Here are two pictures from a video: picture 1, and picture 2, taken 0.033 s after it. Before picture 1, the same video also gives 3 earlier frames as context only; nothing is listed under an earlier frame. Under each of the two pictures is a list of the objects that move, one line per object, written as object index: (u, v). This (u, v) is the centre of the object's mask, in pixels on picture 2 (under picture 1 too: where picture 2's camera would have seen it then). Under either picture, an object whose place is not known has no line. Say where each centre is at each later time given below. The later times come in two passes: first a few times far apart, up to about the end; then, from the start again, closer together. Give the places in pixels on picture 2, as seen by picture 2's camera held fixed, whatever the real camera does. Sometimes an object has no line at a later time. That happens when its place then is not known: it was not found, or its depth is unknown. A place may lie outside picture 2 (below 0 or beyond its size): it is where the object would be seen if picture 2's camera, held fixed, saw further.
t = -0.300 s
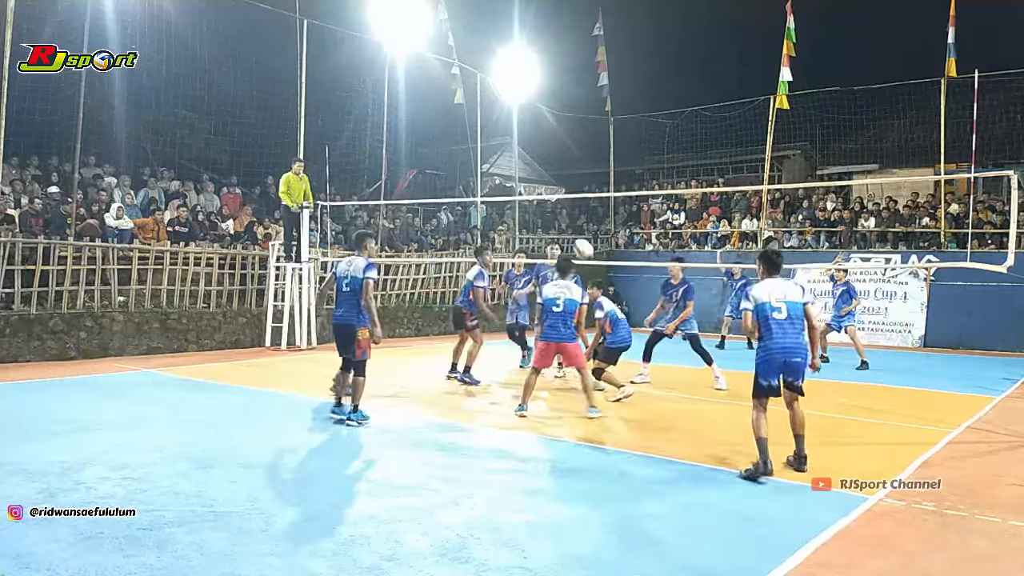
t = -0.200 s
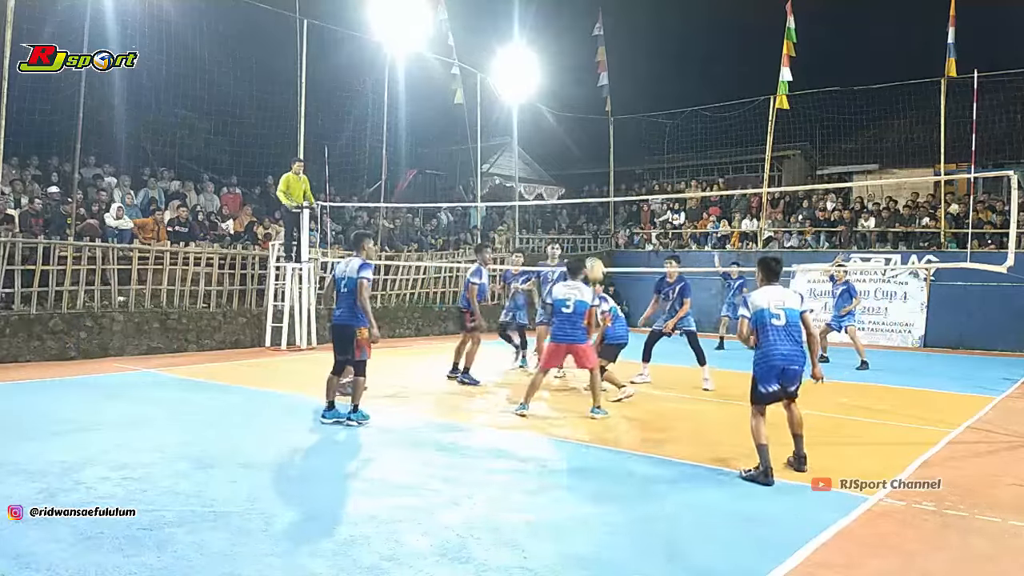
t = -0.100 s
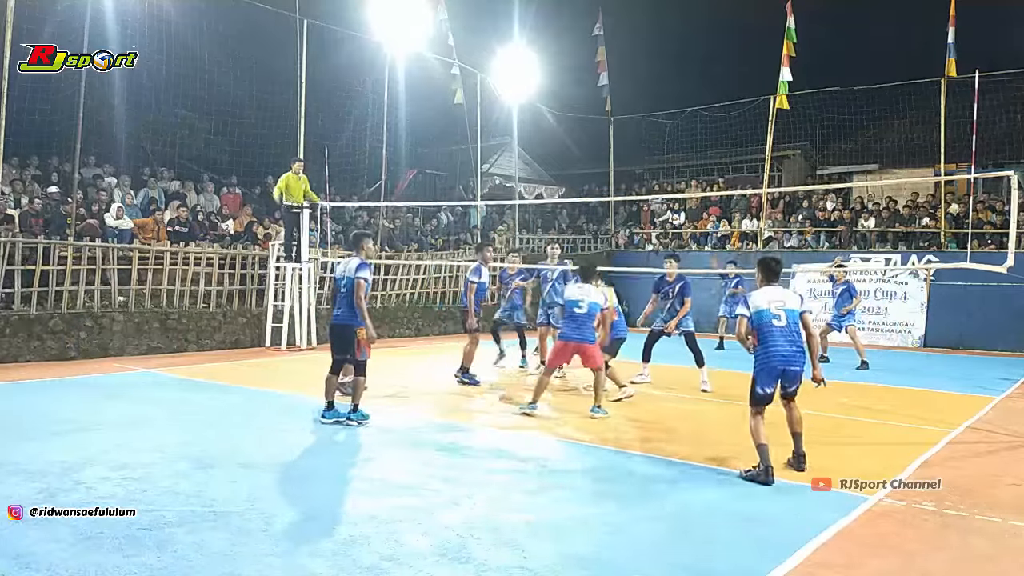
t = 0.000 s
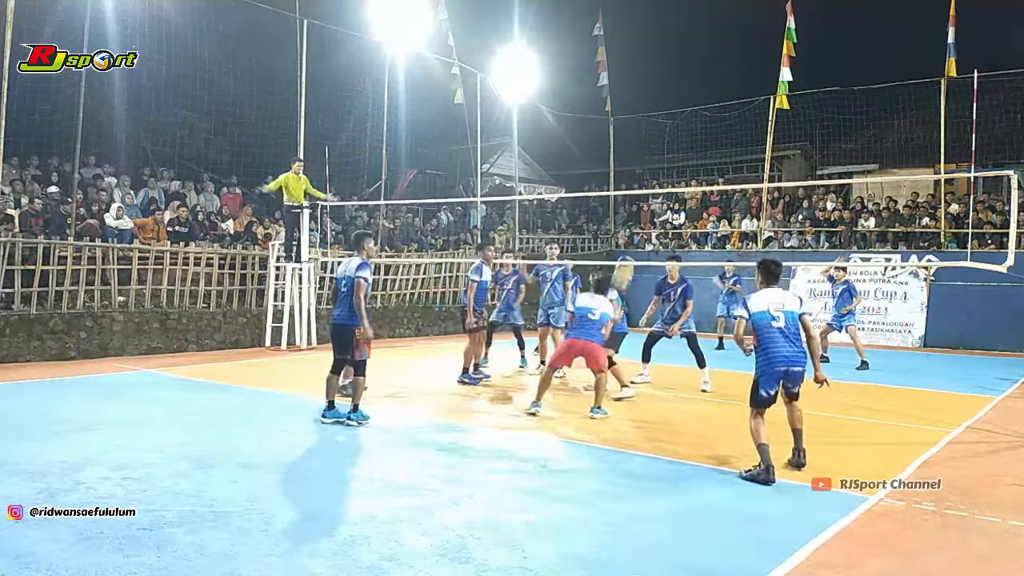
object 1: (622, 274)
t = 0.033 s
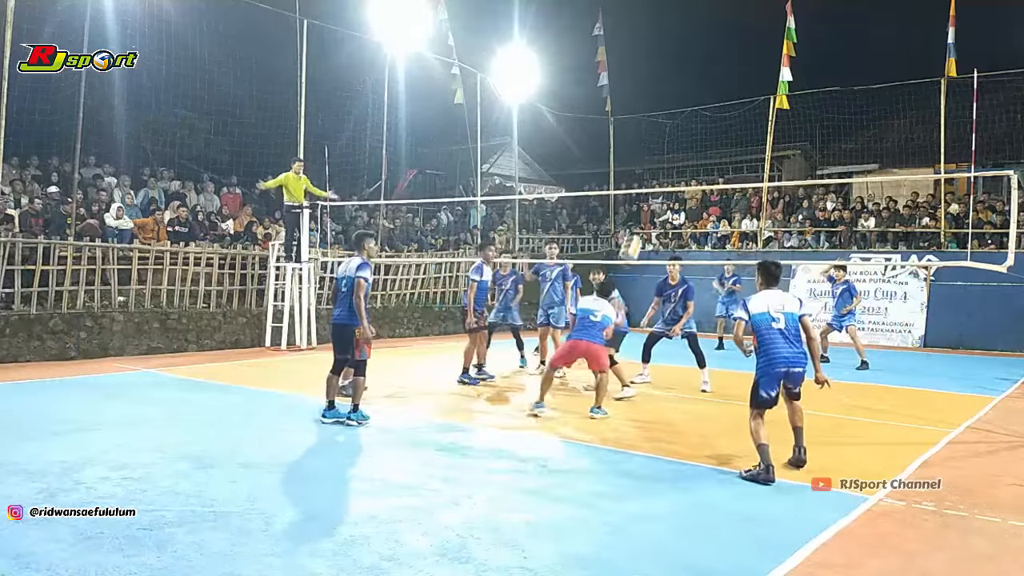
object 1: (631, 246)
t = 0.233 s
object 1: (666, 141)
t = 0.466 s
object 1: (707, 64)
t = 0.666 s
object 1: (737, 35)
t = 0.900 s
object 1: (771, 45)
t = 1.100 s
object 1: (797, 88)
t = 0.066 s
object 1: (637, 229)
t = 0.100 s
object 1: (642, 212)
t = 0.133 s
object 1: (649, 189)
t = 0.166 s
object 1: (655, 171)
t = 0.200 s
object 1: (661, 157)
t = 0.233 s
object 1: (666, 141)
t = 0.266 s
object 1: (673, 126)
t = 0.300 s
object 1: (679, 112)
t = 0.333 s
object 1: (684, 103)
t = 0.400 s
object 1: (696, 80)
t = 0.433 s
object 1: (702, 71)
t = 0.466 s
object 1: (707, 64)
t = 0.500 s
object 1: (712, 56)
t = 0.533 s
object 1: (717, 50)
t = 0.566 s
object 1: (722, 45)
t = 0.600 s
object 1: (728, 40)
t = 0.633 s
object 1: (733, 37)
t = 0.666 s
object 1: (737, 35)
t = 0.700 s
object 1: (742, 34)
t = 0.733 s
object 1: (747, 33)
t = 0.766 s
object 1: (752, 34)
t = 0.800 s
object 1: (757, 36)
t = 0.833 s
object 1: (762, 37)
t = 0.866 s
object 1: (766, 40)
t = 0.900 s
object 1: (771, 45)
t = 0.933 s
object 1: (774, 50)
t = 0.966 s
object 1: (779, 55)
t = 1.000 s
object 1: (784, 62)
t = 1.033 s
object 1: (790, 70)
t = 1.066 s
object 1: (795, 79)
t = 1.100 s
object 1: (797, 88)
